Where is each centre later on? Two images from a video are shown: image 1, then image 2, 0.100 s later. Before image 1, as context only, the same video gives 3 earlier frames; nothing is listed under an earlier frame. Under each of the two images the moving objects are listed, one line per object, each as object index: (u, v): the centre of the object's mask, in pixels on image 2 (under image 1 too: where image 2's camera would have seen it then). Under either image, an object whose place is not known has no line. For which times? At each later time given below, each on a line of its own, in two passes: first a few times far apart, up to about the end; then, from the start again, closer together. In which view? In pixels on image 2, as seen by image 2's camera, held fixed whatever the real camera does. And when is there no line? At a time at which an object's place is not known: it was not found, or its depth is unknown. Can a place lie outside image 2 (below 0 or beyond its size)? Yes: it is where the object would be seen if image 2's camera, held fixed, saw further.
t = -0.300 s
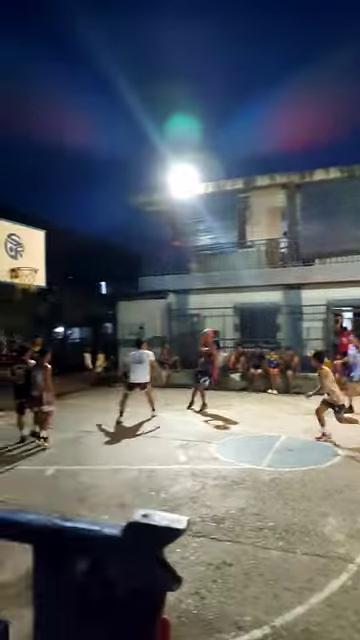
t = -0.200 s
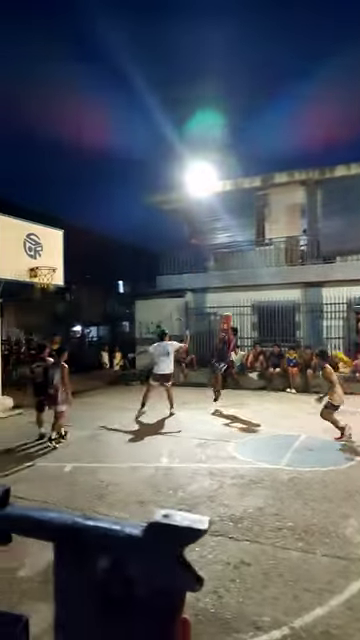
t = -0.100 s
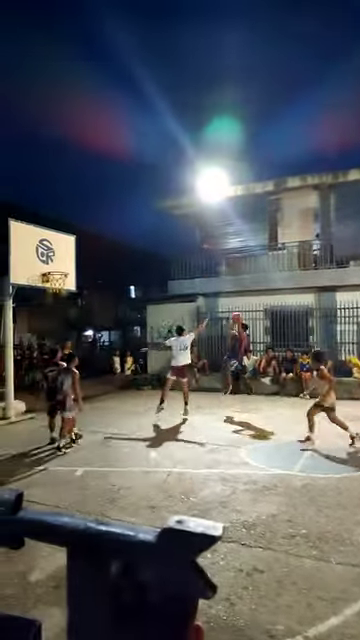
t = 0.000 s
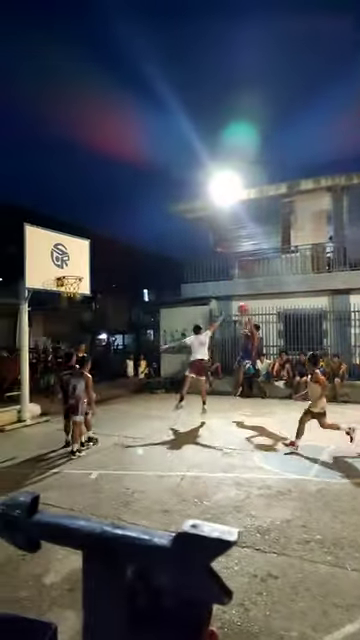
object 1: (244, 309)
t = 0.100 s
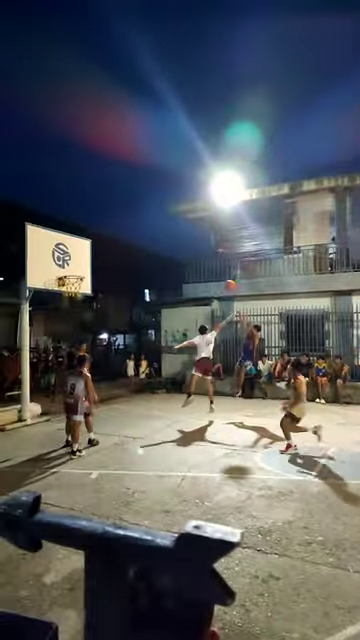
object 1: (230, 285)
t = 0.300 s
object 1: (201, 252)
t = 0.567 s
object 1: (156, 233)
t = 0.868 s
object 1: (107, 253)
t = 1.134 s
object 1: (100, 260)
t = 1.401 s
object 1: (128, 259)
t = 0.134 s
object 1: (225, 278)
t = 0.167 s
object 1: (220, 272)
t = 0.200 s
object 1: (215, 266)
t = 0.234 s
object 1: (210, 261)
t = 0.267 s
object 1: (205, 256)
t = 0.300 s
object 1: (201, 252)
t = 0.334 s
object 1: (194, 248)
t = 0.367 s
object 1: (188, 245)
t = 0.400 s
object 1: (182, 242)
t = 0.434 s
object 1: (177, 240)
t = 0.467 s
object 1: (173, 237)
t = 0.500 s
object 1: (168, 235)
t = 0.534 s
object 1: (163, 234)
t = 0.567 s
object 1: (156, 233)
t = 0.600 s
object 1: (152, 233)
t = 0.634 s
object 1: (147, 234)
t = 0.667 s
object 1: (142, 235)
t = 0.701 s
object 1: (135, 237)
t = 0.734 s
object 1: (130, 239)
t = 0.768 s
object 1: (125, 241)
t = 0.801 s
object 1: (119, 245)
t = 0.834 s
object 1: (113, 249)
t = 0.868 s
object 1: (107, 253)
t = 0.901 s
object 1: (102, 258)
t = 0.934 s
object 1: (97, 264)
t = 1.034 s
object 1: (92, 268)
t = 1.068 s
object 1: (96, 264)
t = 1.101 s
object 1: (98, 262)
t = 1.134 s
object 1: (100, 260)
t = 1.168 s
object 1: (105, 257)
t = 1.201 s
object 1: (107, 256)
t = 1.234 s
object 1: (110, 255)
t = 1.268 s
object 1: (114, 255)
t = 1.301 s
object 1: (117, 255)
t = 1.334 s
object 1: (121, 256)
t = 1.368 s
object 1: (124, 257)
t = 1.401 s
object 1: (128, 259)
